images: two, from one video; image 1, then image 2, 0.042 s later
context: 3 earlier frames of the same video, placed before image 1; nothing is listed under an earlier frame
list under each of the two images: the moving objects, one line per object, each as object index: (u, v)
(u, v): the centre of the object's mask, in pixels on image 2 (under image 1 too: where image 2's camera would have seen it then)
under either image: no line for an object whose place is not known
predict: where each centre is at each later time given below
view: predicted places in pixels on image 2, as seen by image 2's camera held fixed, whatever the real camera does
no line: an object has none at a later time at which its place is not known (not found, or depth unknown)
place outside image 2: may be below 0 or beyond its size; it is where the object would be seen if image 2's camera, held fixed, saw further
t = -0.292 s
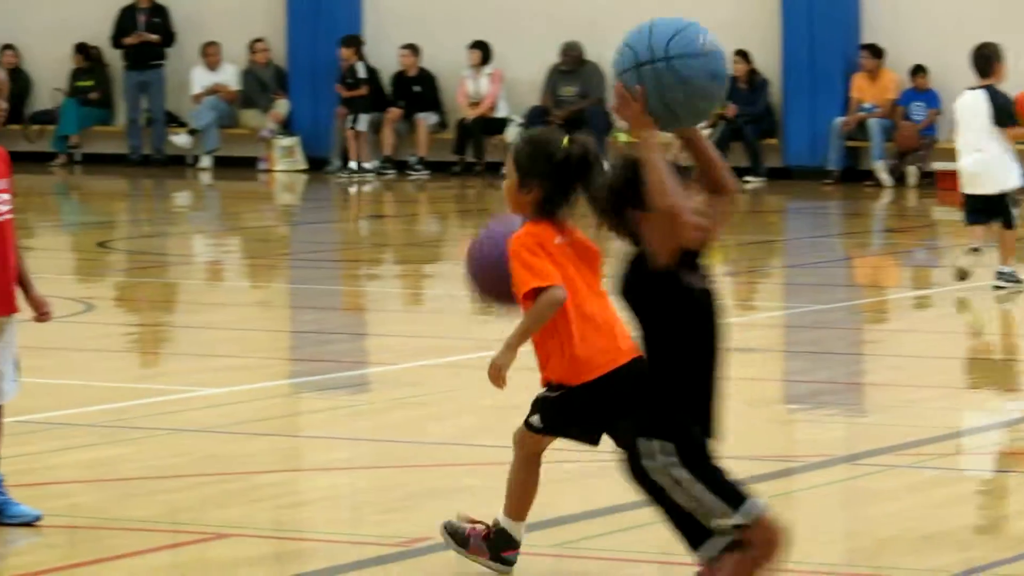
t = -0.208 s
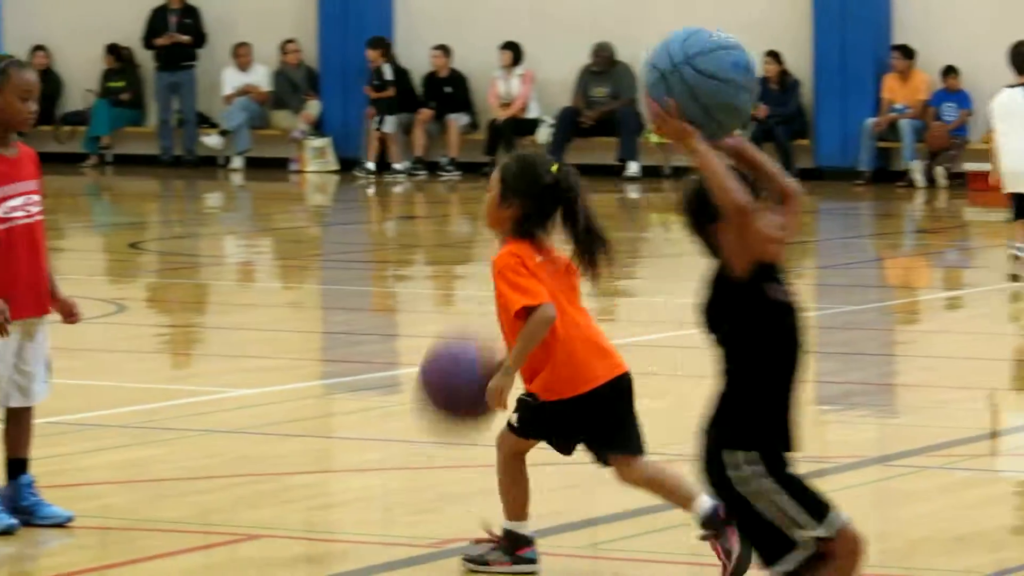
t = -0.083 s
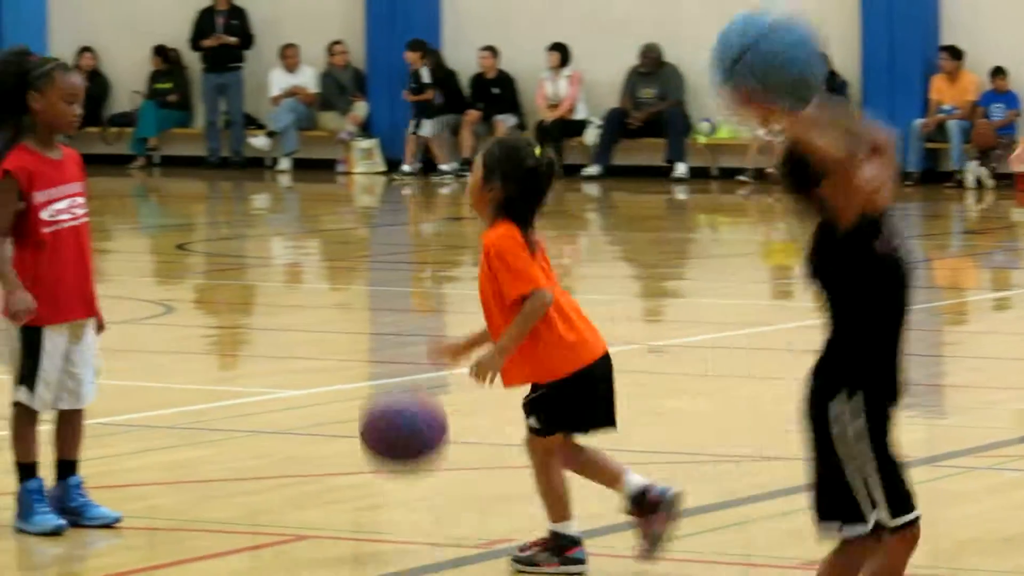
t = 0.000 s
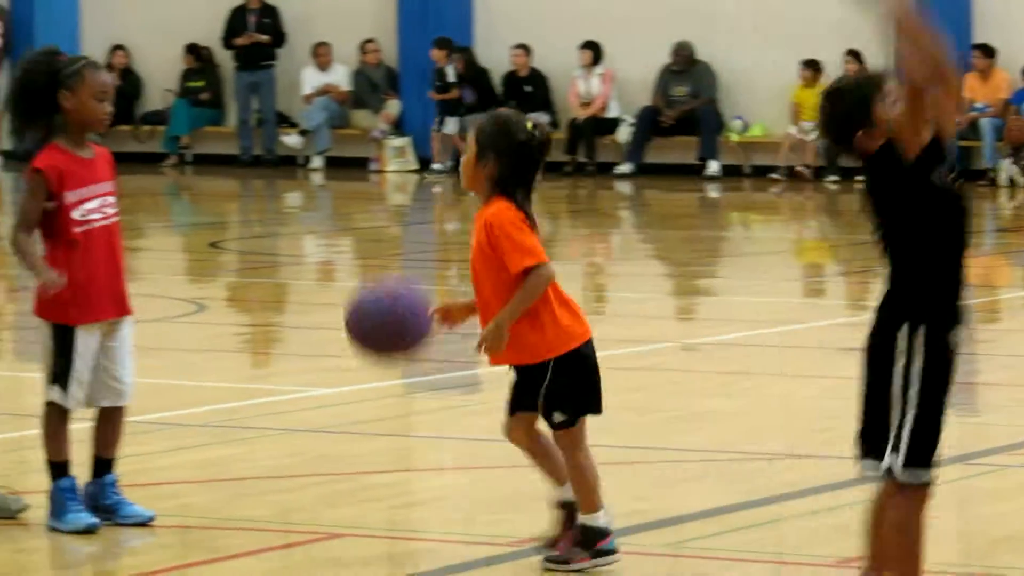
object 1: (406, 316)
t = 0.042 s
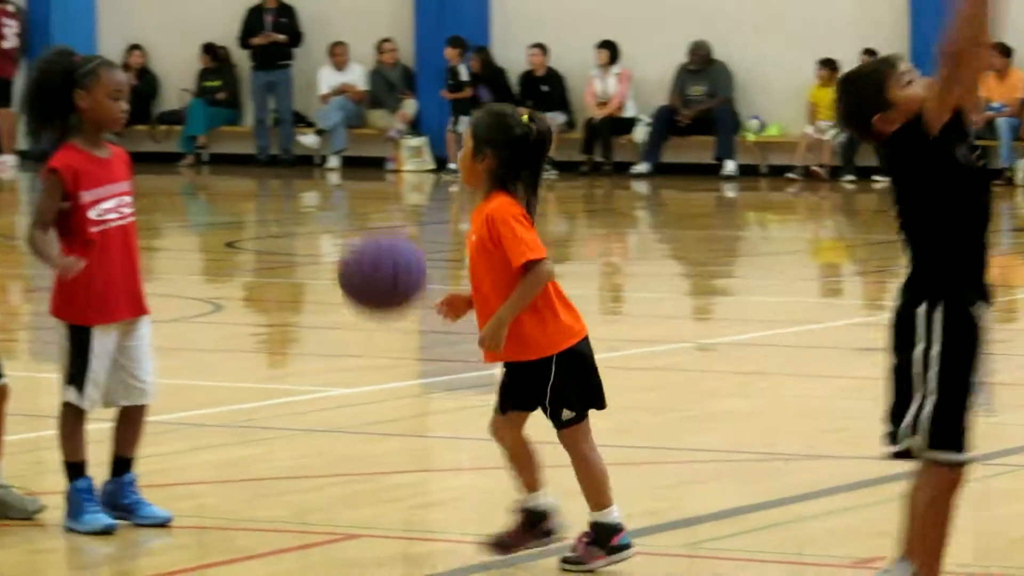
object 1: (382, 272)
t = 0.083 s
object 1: (359, 231)
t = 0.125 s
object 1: (336, 195)
